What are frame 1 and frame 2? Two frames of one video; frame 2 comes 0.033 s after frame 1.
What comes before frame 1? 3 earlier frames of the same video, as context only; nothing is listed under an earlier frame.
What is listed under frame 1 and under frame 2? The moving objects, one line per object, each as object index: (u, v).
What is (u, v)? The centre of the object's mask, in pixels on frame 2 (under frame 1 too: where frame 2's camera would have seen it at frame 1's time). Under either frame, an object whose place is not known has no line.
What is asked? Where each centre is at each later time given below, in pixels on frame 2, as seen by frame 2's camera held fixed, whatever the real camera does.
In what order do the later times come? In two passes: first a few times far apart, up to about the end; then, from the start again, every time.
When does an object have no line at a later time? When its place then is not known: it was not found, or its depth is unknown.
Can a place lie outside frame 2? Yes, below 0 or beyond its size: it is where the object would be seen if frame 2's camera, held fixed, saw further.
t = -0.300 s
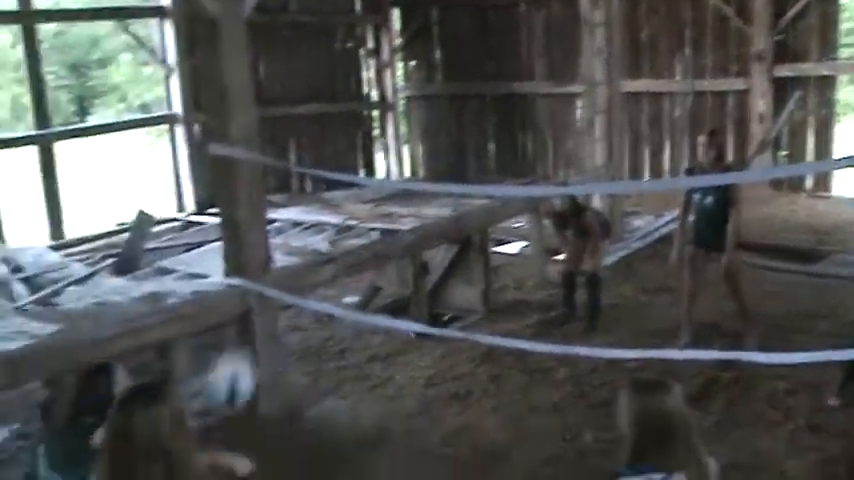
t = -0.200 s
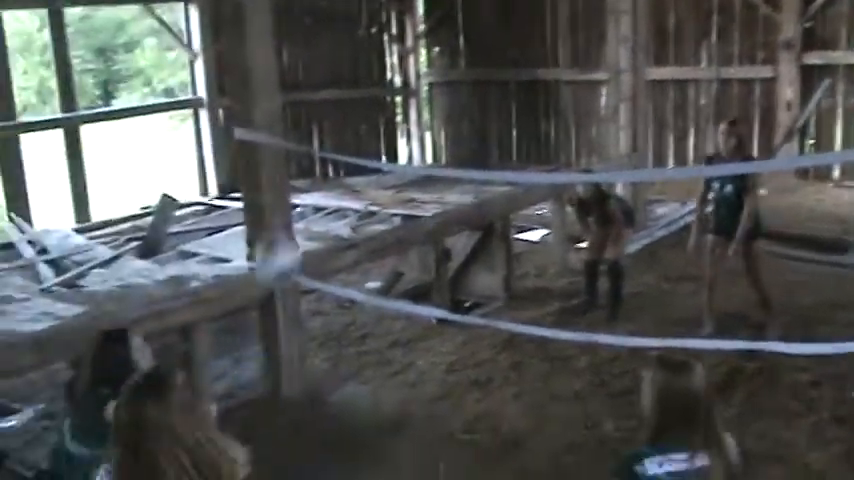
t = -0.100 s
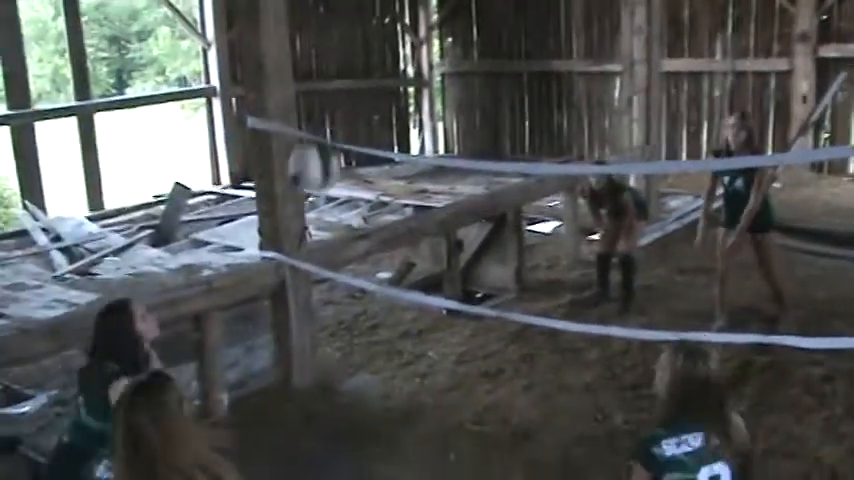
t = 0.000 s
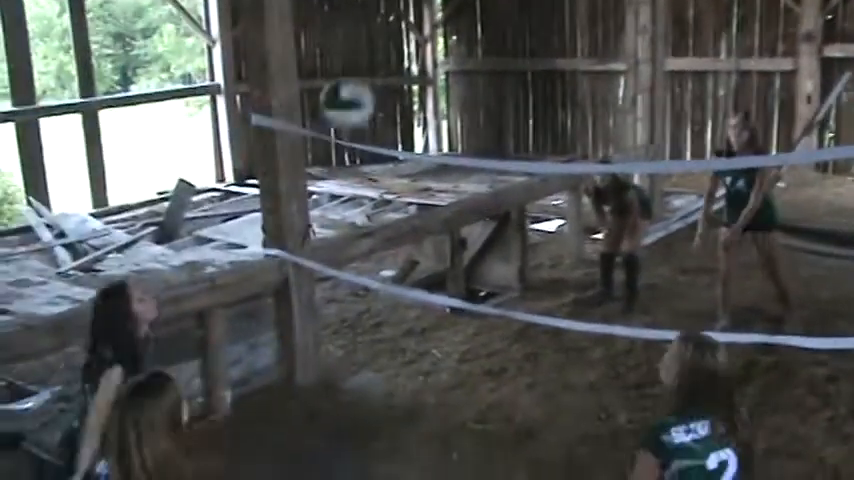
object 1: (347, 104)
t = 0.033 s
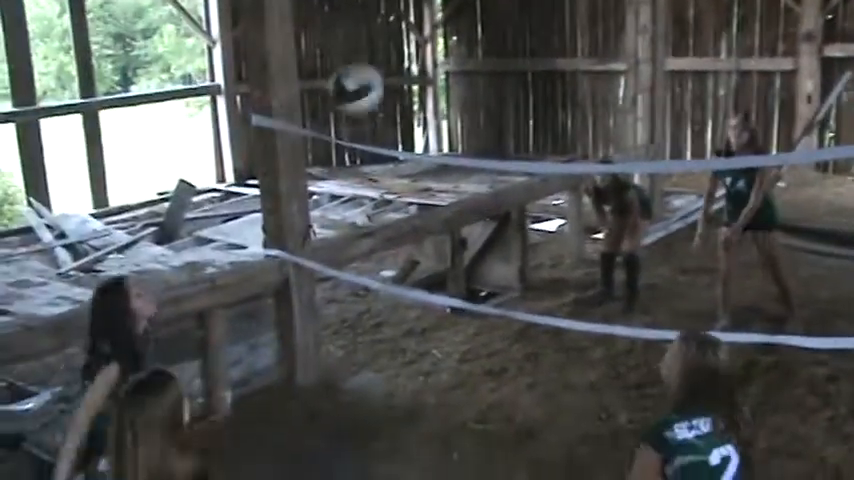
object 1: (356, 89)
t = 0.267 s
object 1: (427, 60)
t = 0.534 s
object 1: (520, 189)
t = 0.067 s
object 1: (366, 76)
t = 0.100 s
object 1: (376, 66)
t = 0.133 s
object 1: (385, 58)
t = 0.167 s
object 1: (395, 54)
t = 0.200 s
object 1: (406, 53)
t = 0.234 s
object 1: (417, 55)
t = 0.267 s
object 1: (427, 60)
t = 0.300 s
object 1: (438, 65)
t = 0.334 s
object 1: (449, 76)
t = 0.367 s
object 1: (461, 87)
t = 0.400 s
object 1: (474, 104)
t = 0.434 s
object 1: (484, 121)
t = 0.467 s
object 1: (493, 139)
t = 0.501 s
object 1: (502, 161)
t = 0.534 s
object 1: (520, 189)
